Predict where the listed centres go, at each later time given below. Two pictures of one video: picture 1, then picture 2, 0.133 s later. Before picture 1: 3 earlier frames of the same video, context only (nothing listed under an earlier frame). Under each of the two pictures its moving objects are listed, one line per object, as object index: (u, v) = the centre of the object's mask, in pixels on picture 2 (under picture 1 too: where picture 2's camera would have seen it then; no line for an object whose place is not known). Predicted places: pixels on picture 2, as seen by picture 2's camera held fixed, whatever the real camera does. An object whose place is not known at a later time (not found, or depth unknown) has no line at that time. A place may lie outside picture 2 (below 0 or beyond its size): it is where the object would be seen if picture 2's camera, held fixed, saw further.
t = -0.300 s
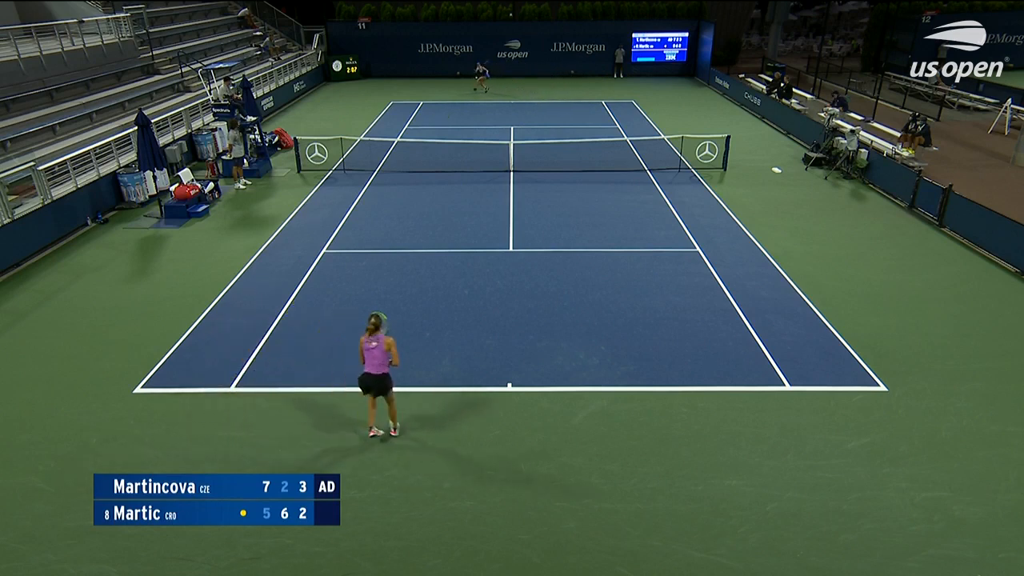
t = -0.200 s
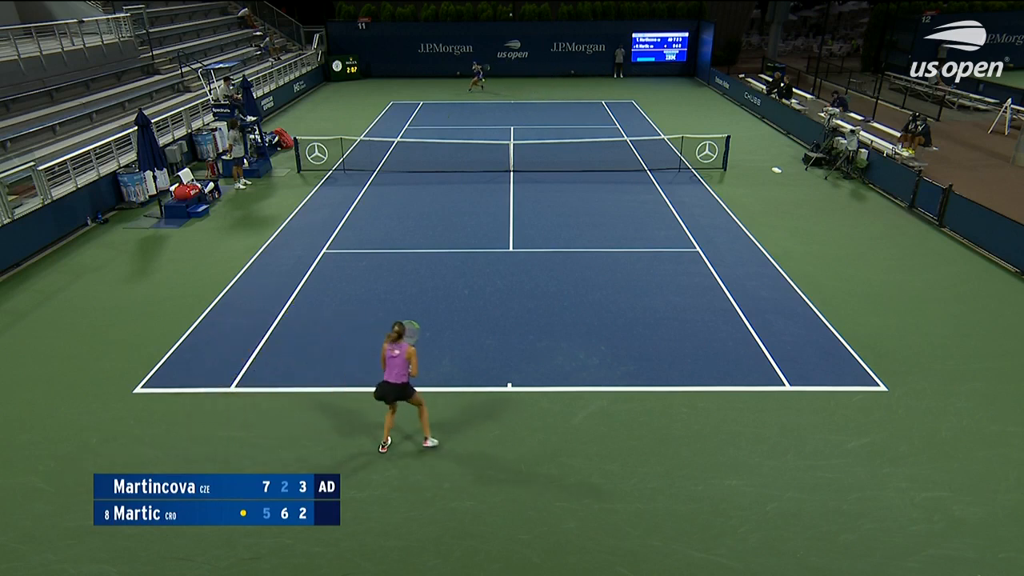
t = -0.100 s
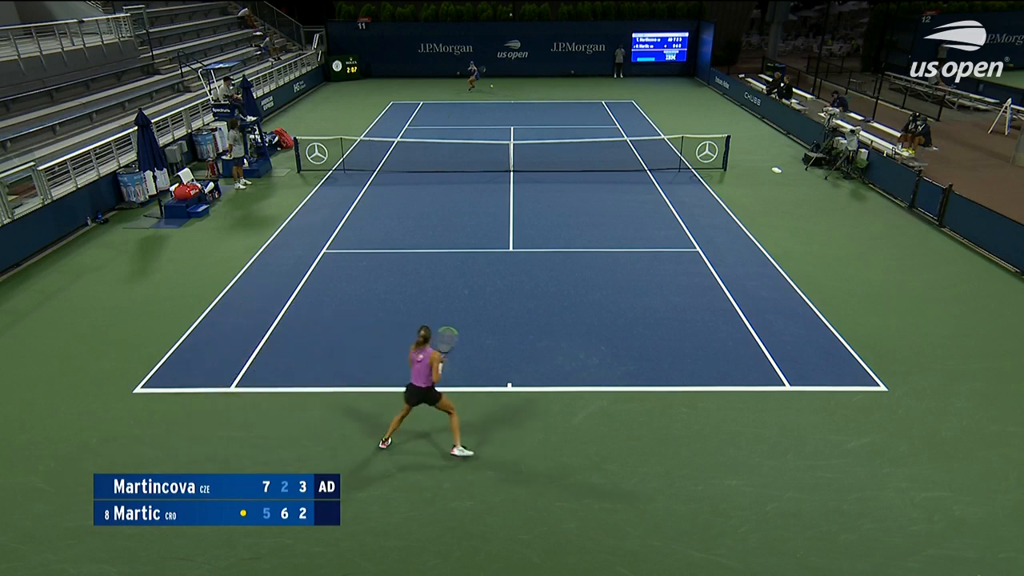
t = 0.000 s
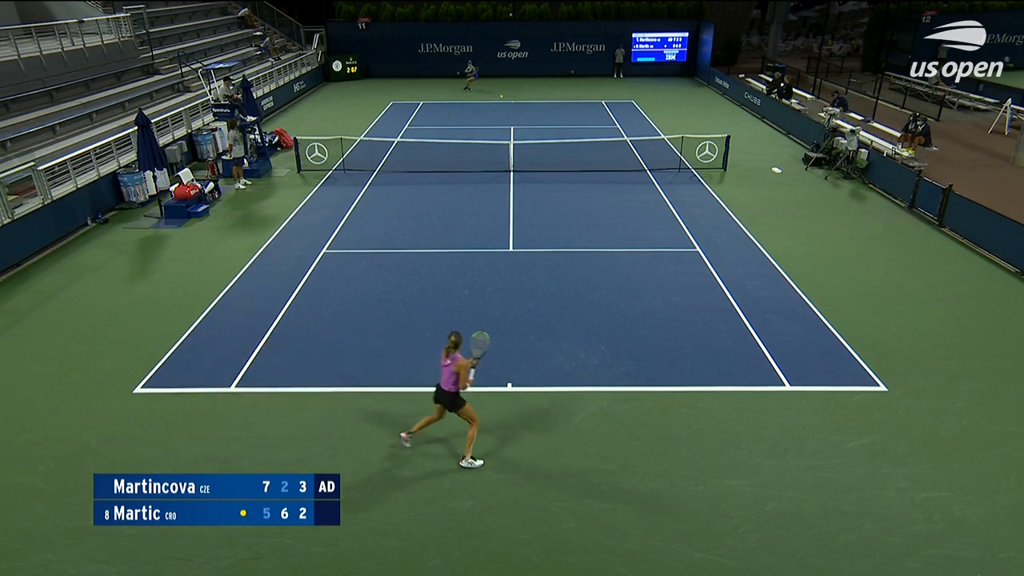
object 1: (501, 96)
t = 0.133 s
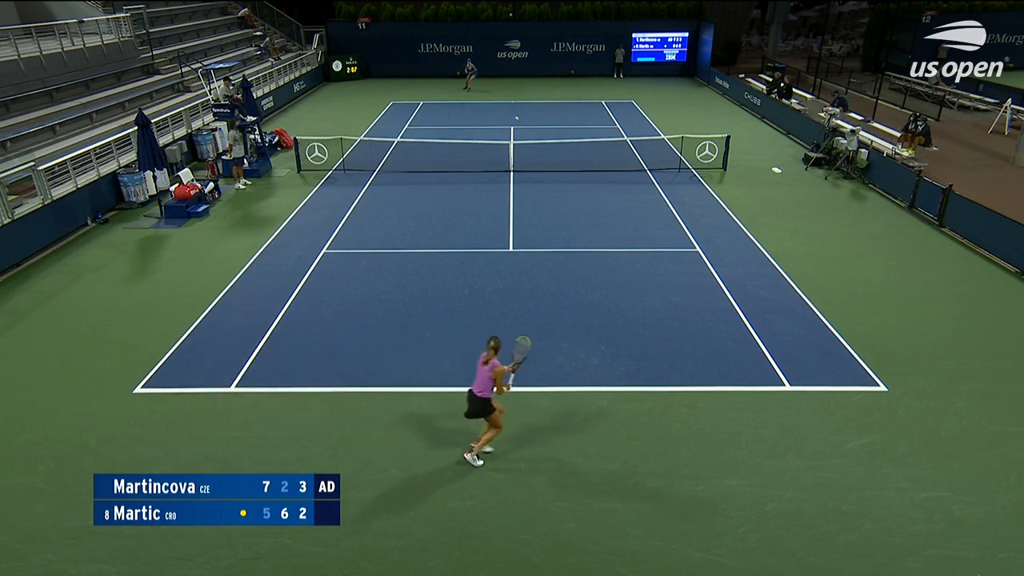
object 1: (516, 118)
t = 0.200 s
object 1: (526, 132)
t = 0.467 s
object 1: (574, 230)
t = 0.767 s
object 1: (647, 327)
